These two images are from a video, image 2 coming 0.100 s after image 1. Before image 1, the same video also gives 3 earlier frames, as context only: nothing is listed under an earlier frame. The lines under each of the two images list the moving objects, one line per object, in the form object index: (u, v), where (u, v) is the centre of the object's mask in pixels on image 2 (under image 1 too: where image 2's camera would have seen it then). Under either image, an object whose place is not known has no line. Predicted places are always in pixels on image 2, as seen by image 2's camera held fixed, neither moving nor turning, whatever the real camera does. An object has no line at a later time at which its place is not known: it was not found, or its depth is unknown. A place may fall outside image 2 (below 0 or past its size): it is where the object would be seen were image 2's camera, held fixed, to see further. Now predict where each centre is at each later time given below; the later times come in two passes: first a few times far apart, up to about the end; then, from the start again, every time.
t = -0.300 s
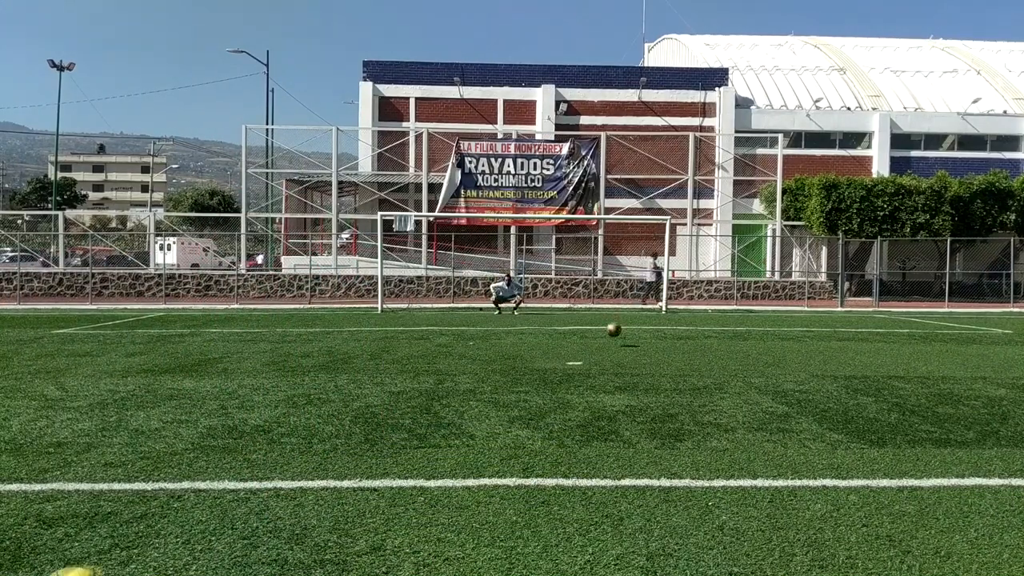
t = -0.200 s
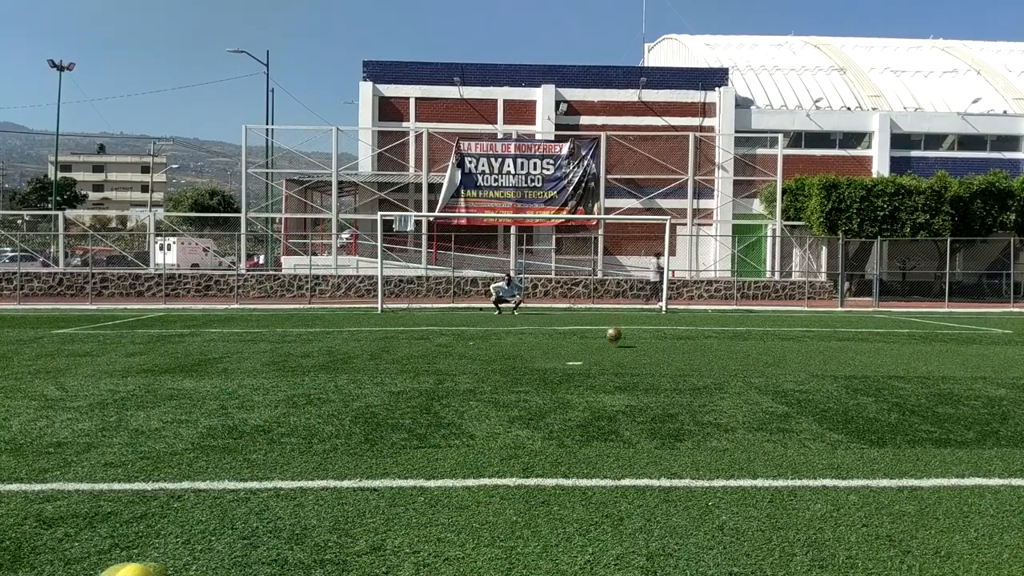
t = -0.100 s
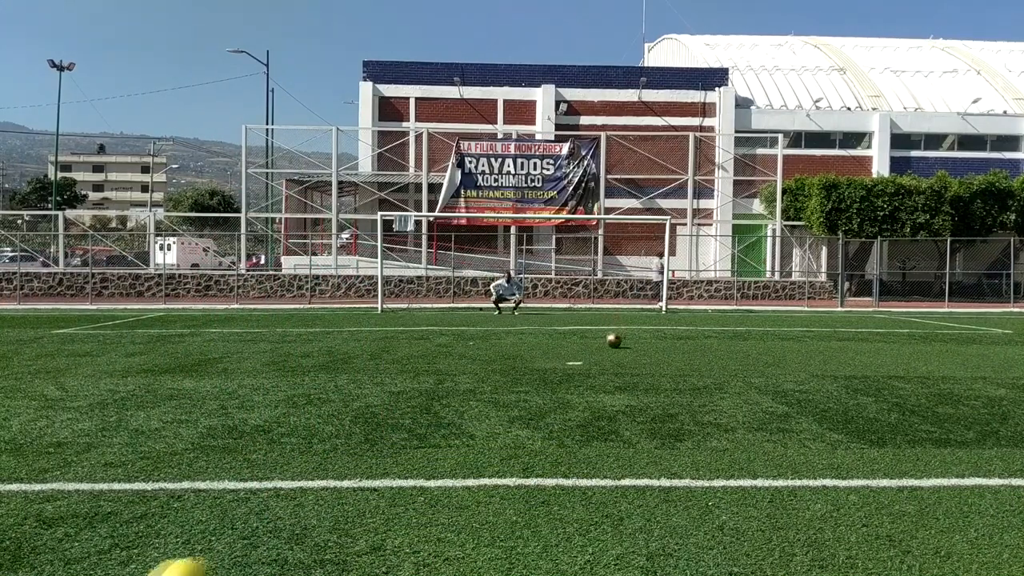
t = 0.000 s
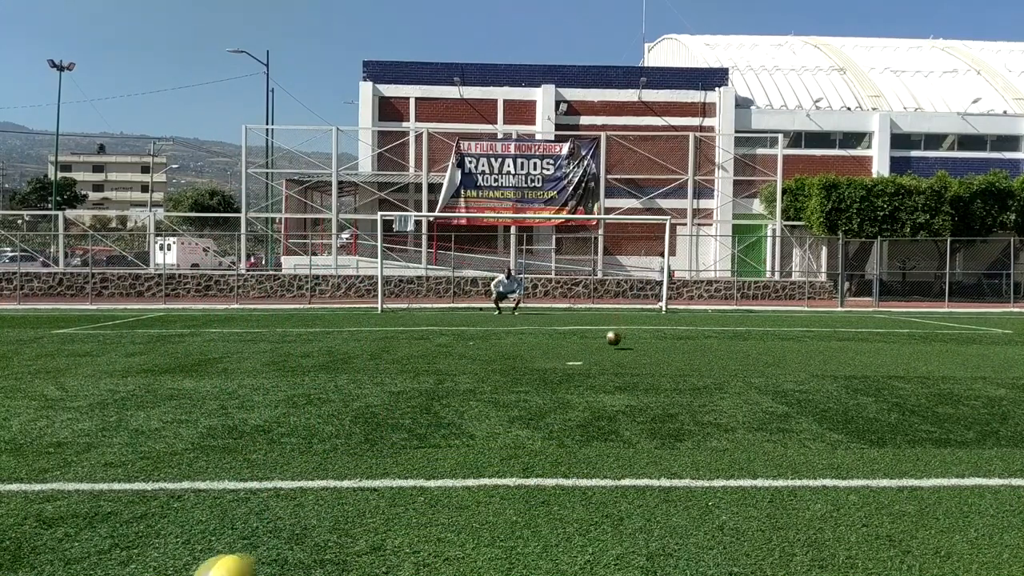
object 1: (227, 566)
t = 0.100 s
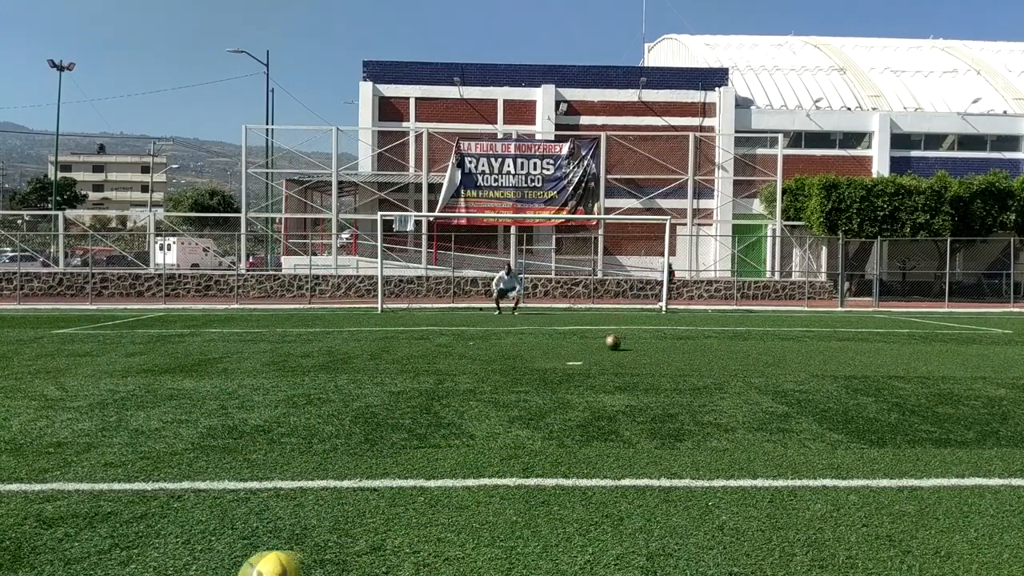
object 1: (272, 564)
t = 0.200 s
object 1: (315, 563)
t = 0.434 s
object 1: (408, 560)
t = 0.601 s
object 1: (471, 558)
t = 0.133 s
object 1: (288, 564)
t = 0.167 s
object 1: (304, 563)
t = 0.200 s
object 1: (315, 563)
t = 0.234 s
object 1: (330, 562)
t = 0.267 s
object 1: (344, 562)
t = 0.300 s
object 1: (359, 562)
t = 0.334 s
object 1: (373, 561)
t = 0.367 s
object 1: (384, 561)
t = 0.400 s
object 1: (396, 561)
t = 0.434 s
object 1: (408, 560)
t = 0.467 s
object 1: (423, 560)
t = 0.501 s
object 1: (435, 559)
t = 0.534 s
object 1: (446, 559)
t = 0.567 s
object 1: (457, 558)
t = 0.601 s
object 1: (471, 558)
